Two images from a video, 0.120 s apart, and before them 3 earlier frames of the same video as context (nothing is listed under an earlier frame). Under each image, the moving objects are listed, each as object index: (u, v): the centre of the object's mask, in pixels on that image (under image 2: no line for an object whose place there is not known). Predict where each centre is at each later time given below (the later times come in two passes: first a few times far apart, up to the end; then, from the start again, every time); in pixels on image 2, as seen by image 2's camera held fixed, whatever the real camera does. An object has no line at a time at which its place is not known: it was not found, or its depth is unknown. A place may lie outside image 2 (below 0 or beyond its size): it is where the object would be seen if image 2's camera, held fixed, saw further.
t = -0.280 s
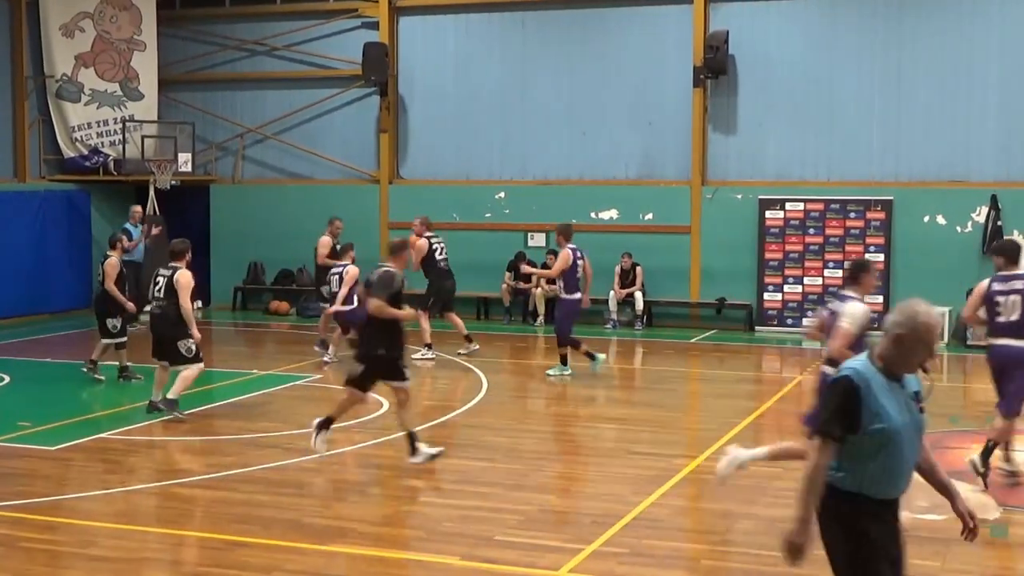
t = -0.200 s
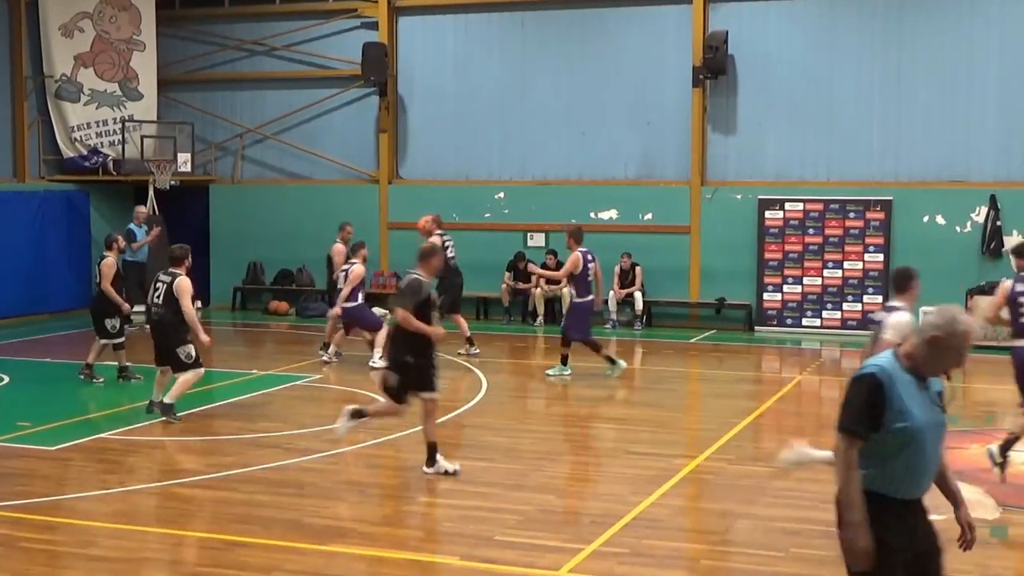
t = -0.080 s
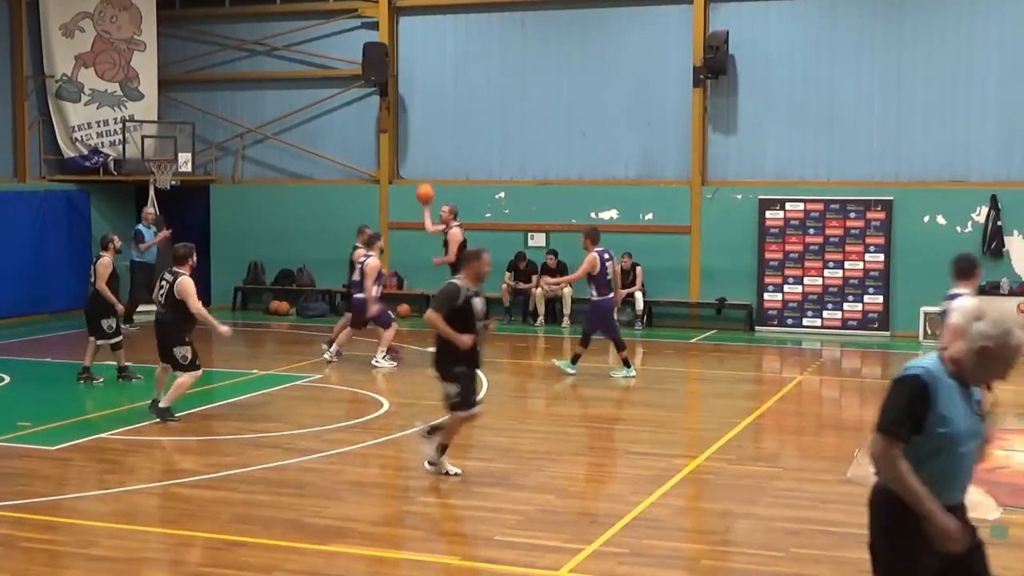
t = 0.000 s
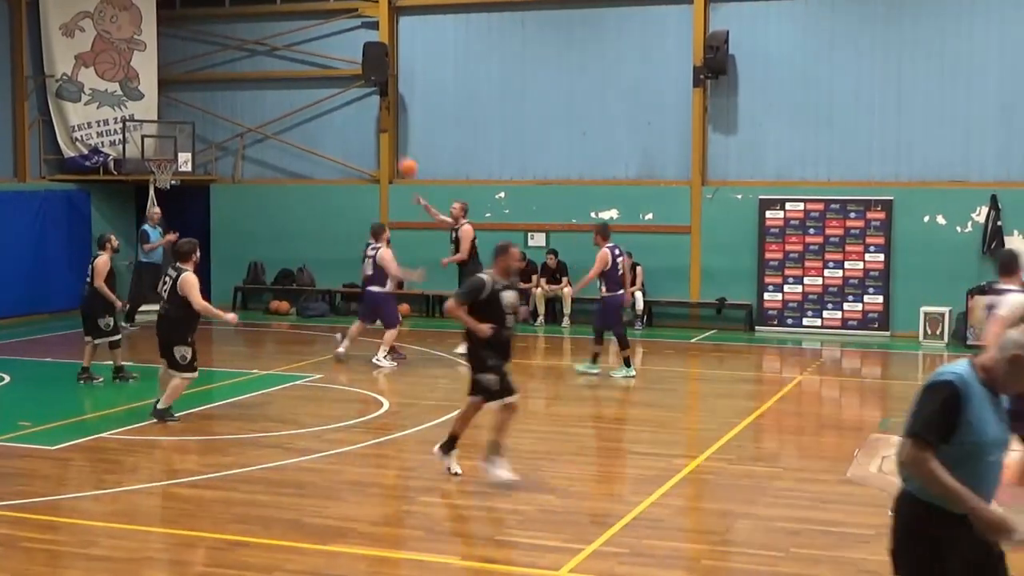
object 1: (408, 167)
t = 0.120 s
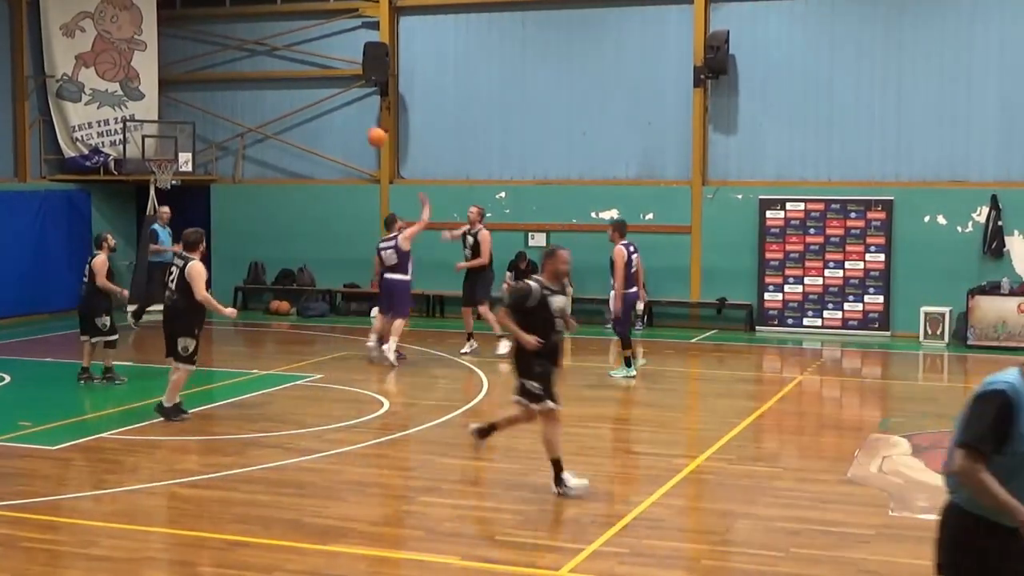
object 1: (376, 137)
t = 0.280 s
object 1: (333, 111)
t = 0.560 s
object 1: (251, 111)
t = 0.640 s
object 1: (225, 124)
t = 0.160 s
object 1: (366, 129)
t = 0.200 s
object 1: (356, 122)
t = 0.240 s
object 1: (344, 116)
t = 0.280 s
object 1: (333, 111)
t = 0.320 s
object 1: (322, 107)
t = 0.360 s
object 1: (311, 105)
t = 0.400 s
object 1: (299, 104)
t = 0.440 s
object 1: (287, 104)
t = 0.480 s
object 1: (275, 105)
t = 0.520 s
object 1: (263, 108)
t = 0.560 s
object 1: (251, 111)
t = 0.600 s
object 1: (238, 117)
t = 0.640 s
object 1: (225, 124)
